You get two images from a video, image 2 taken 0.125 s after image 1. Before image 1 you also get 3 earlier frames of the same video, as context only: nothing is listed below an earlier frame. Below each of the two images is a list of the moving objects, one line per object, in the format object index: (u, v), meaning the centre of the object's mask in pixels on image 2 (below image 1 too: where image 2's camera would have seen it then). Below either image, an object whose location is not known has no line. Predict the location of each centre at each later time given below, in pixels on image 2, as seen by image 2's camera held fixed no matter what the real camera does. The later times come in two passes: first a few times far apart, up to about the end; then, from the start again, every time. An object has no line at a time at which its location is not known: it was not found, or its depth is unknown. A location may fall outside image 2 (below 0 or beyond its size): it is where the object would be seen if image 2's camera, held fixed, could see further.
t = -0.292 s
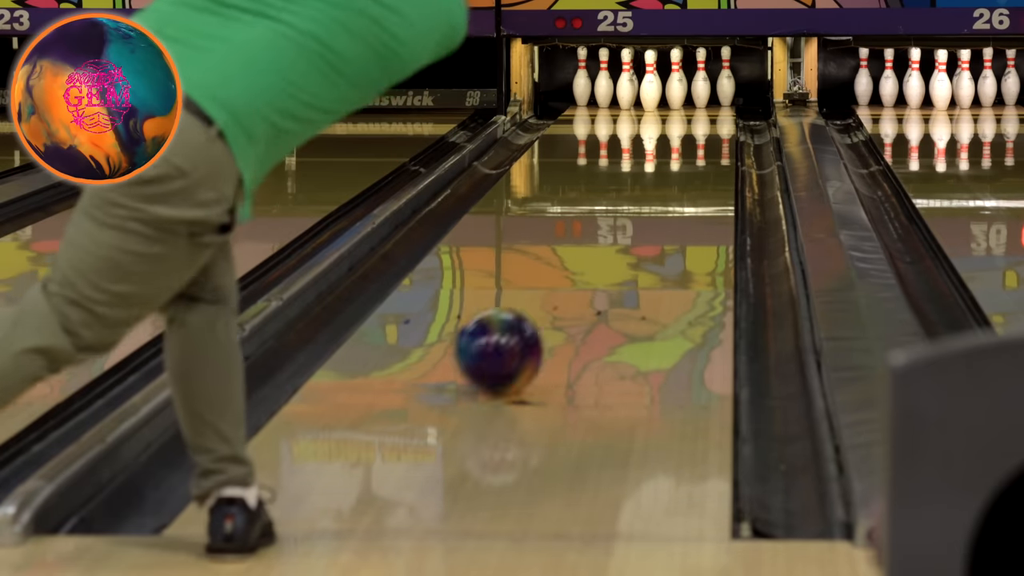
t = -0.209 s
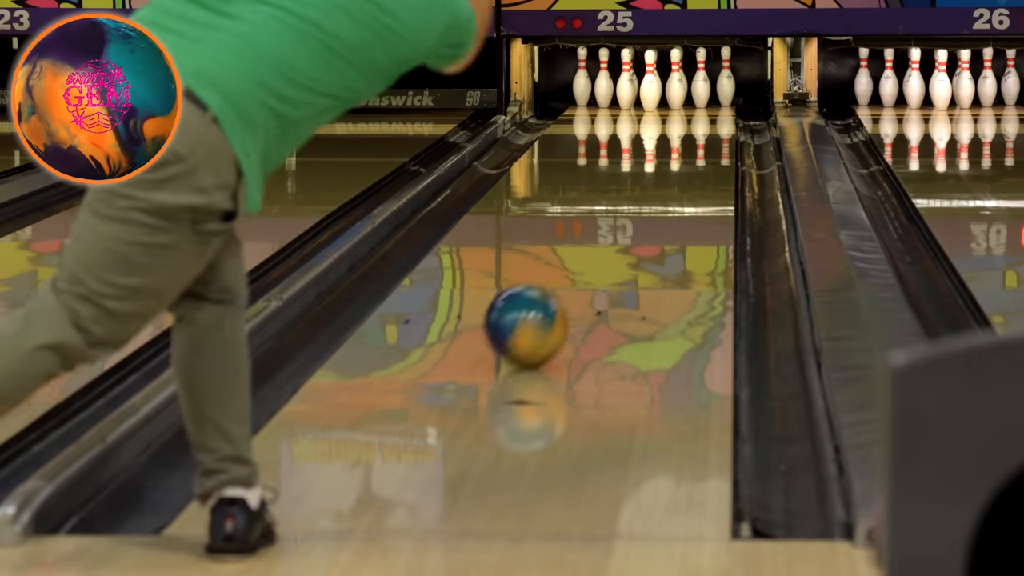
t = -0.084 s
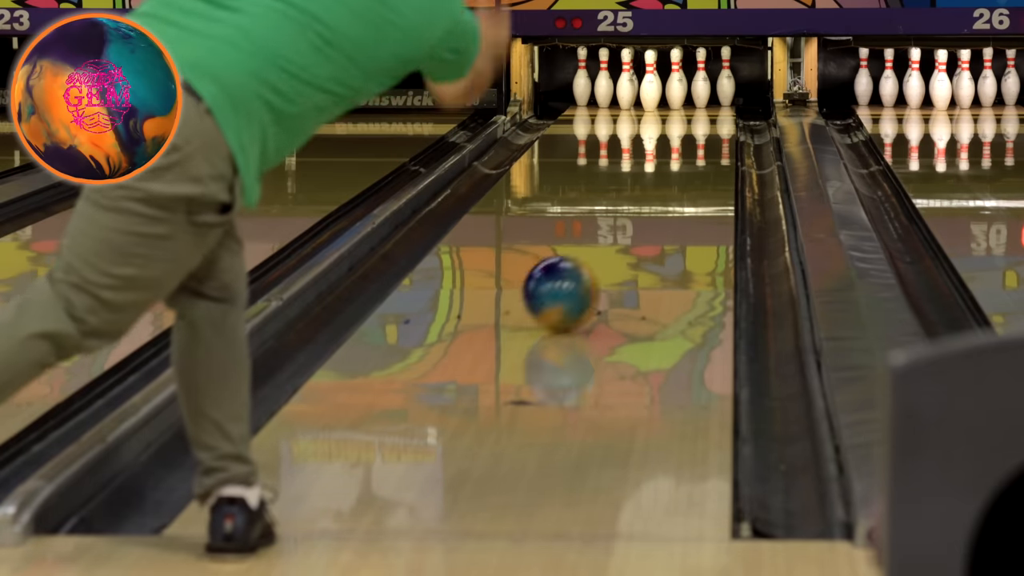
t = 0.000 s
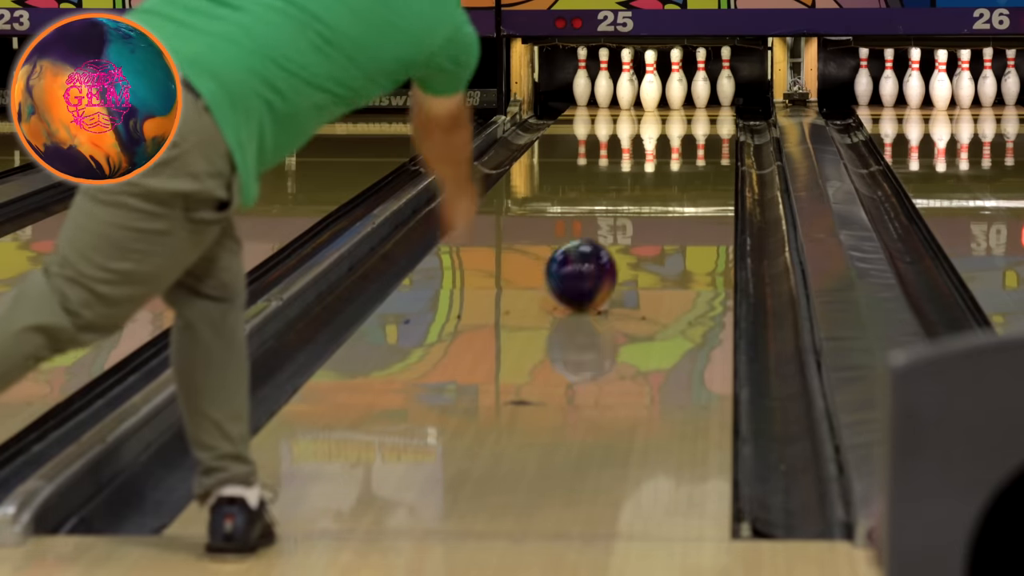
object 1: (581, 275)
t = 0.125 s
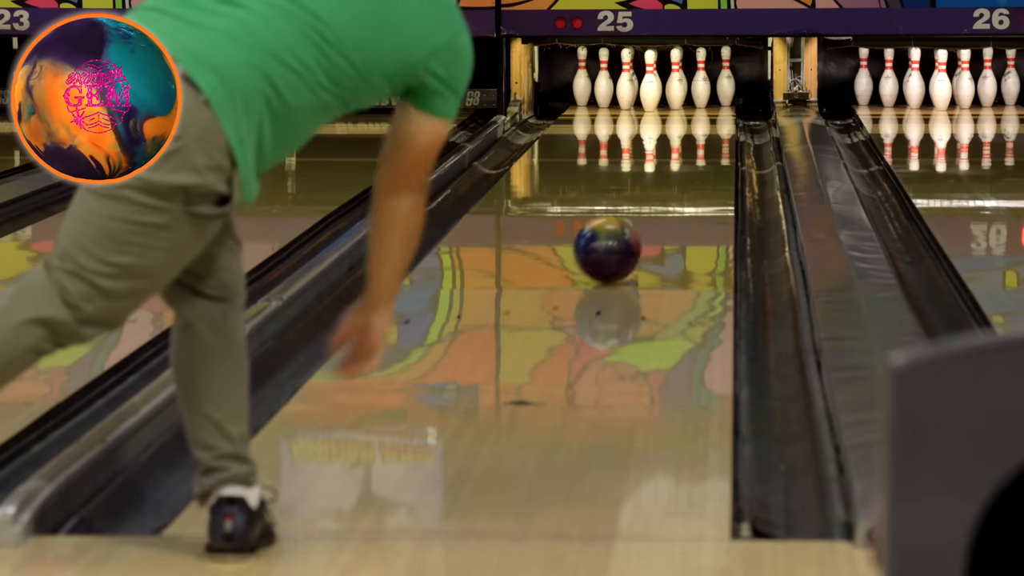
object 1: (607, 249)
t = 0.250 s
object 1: (629, 228)
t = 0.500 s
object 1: (663, 192)
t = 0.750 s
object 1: (687, 165)
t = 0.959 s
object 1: (701, 146)
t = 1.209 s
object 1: (706, 128)
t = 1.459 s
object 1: (696, 112)
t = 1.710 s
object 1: (676, 100)
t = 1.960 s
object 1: (672, 91)
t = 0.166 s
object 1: (614, 242)
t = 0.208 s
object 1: (621, 235)
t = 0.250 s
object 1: (629, 228)
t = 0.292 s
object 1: (636, 222)
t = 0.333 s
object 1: (641, 215)
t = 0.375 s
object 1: (647, 208)
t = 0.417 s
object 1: (653, 203)
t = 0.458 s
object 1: (658, 198)
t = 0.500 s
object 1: (663, 192)
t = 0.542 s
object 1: (668, 186)
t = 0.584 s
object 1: (672, 182)
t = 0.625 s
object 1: (675, 178)
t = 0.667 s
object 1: (681, 173)
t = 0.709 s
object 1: (684, 169)
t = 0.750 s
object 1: (687, 165)
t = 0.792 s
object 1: (691, 161)
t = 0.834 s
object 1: (693, 157)
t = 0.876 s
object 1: (695, 153)
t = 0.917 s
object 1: (699, 149)
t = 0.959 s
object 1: (701, 146)
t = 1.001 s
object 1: (703, 143)
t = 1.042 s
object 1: (704, 140)
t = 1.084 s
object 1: (705, 136)
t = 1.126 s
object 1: (706, 134)
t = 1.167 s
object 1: (706, 131)
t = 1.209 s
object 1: (706, 128)
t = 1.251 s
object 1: (706, 125)
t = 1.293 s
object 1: (704, 123)
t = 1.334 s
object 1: (703, 120)
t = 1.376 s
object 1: (701, 117)
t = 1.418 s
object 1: (698, 115)
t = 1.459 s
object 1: (696, 112)
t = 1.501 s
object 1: (693, 110)
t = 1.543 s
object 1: (689, 108)
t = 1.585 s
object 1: (686, 106)
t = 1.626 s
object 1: (682, 104)
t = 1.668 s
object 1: (679, 102)
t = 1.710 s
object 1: (676, 100)
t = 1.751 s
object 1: (673, 98)
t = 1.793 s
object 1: (670, 96)
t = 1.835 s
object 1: (667, 95)
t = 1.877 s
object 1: (670, 93)
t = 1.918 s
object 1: (671, 91)
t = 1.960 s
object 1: (672, 91)
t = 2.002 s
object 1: (676, 89)
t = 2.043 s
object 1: (679, 89)
